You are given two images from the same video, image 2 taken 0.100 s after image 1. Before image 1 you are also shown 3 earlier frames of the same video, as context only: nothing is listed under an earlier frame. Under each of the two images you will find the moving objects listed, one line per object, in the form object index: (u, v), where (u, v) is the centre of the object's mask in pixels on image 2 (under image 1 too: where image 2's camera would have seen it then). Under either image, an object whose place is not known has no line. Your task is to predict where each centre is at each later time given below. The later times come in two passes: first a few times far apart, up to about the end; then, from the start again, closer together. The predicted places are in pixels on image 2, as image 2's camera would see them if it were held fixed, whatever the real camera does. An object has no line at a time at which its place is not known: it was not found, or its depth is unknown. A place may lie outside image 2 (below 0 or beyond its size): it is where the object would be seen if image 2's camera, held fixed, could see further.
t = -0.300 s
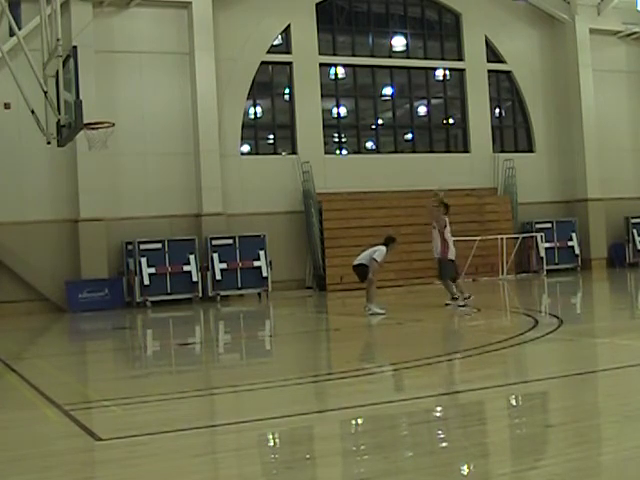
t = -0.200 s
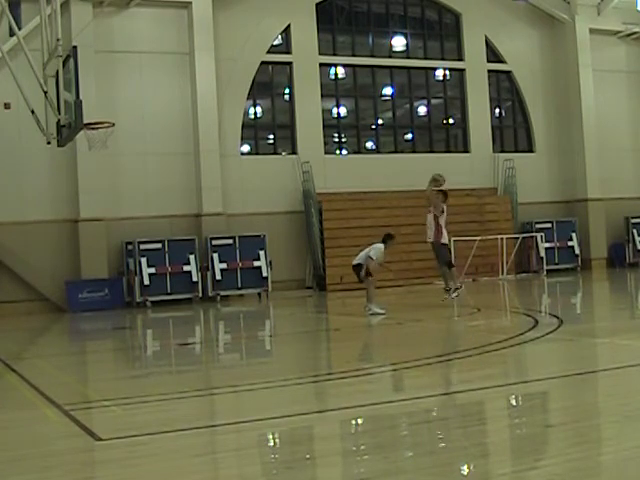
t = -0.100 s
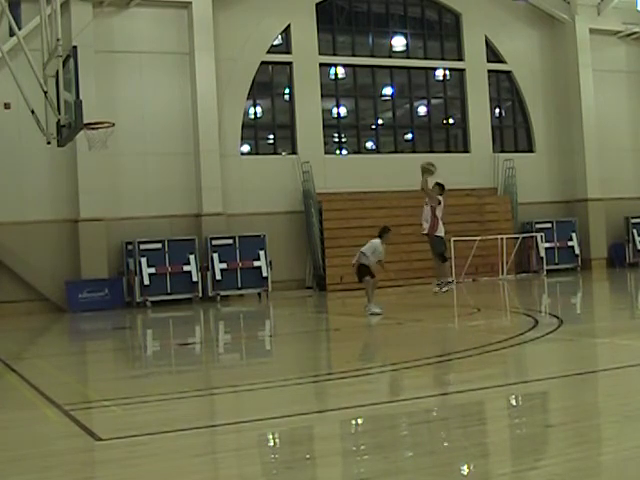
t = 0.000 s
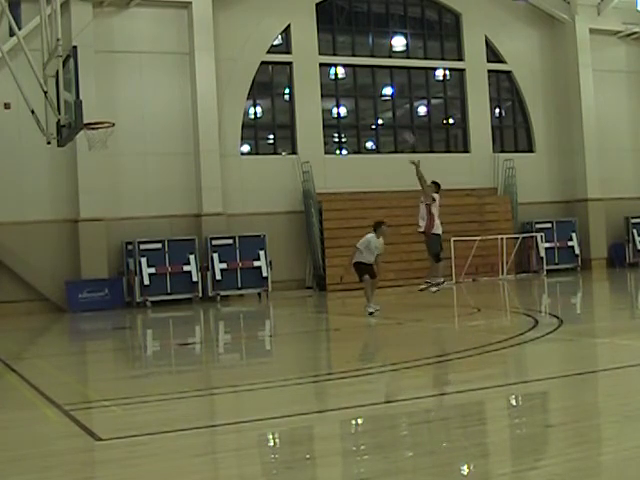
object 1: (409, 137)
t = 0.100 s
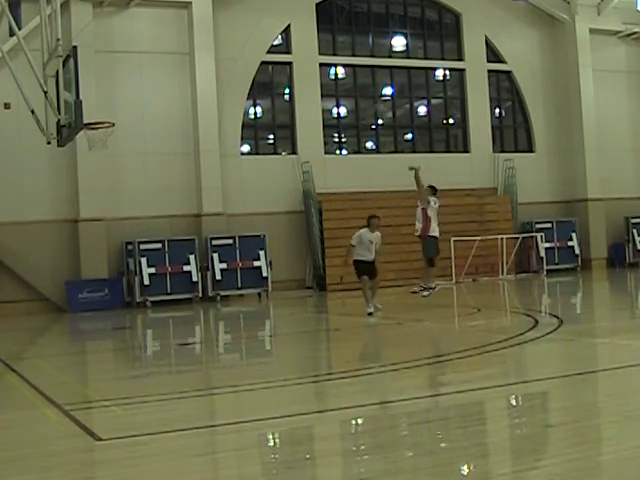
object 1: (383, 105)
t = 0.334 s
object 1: (315, 62)
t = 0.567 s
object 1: (249, 43)
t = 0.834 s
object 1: (171, 65)
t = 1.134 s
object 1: (85, 138)
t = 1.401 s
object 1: (86, 181)
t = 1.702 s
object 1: (94, 286)
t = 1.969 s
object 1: (107, 272)
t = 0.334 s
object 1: (315, 62)
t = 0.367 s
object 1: (305, 57)
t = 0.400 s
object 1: (295, 53)
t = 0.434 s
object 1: (287, 50)
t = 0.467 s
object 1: (277, 47)
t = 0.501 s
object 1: (267, 45)
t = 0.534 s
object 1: (258, 44)
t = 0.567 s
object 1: (249, 43)
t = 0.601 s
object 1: (239, 43)
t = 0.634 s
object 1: (230, 44)
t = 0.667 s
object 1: (220, 46)
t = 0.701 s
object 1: (210, 48)
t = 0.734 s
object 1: (200, 51)
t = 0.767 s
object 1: (191, 55)
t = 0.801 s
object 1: (181, 60)
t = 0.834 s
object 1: (171, 65)
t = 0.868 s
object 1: (161, 70)
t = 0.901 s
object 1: (151, 77)
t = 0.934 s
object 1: (141, 85)
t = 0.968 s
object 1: (131, 93)
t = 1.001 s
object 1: (121, 101)
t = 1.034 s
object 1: (111, 111)
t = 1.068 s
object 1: (102, 121)
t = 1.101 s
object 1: (90, 134)
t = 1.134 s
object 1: (85, 138)
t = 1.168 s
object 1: (83, 140)
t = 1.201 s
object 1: (83, 145)
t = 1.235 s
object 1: (83, 149)
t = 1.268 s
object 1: (84, 154)
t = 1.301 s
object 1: (84, 160)
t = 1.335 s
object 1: (85, 166)
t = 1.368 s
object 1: (85, 173)
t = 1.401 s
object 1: (86, 181)
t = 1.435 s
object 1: (87, 189)
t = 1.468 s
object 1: (87, 200)
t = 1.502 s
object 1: (87, 210)
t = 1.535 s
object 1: (88, 221)
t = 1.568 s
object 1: (87, 233)
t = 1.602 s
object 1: (89, 245)
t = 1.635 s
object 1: (89, 259)
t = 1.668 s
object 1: (91, 272)
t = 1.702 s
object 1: (94, 286)
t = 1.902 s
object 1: (104, 295)
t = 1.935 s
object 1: (104, 286)
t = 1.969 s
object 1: (107, 272)
